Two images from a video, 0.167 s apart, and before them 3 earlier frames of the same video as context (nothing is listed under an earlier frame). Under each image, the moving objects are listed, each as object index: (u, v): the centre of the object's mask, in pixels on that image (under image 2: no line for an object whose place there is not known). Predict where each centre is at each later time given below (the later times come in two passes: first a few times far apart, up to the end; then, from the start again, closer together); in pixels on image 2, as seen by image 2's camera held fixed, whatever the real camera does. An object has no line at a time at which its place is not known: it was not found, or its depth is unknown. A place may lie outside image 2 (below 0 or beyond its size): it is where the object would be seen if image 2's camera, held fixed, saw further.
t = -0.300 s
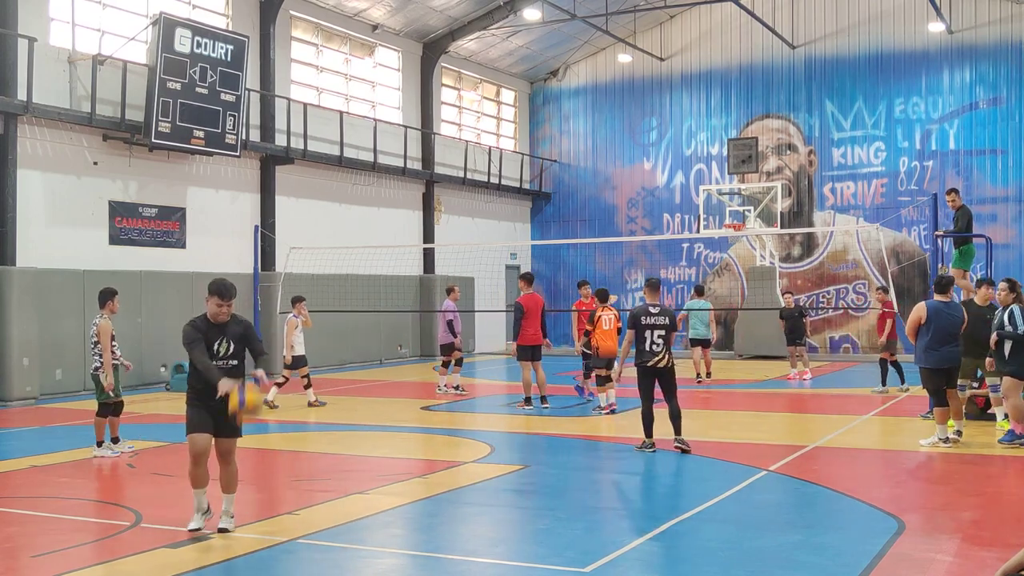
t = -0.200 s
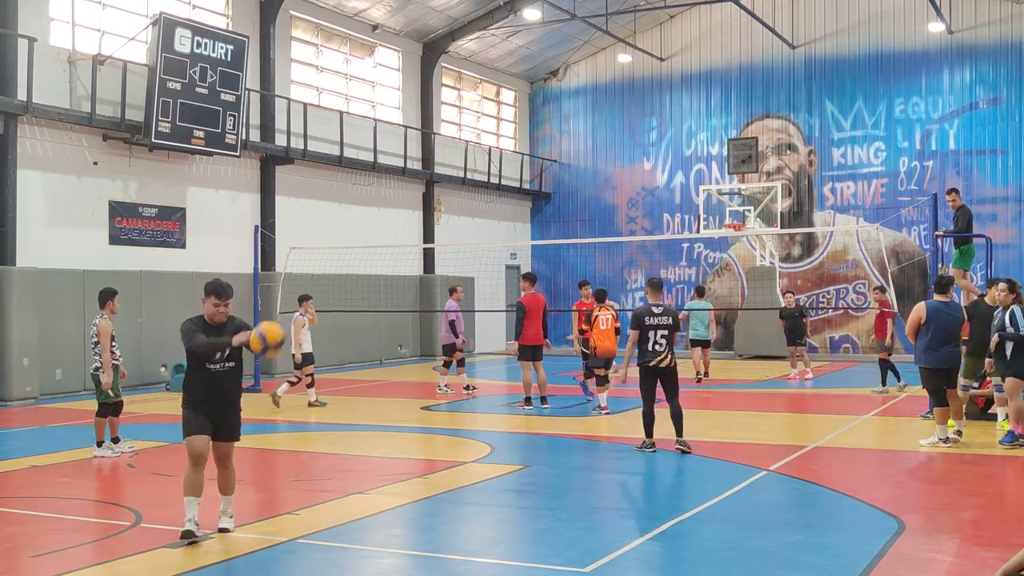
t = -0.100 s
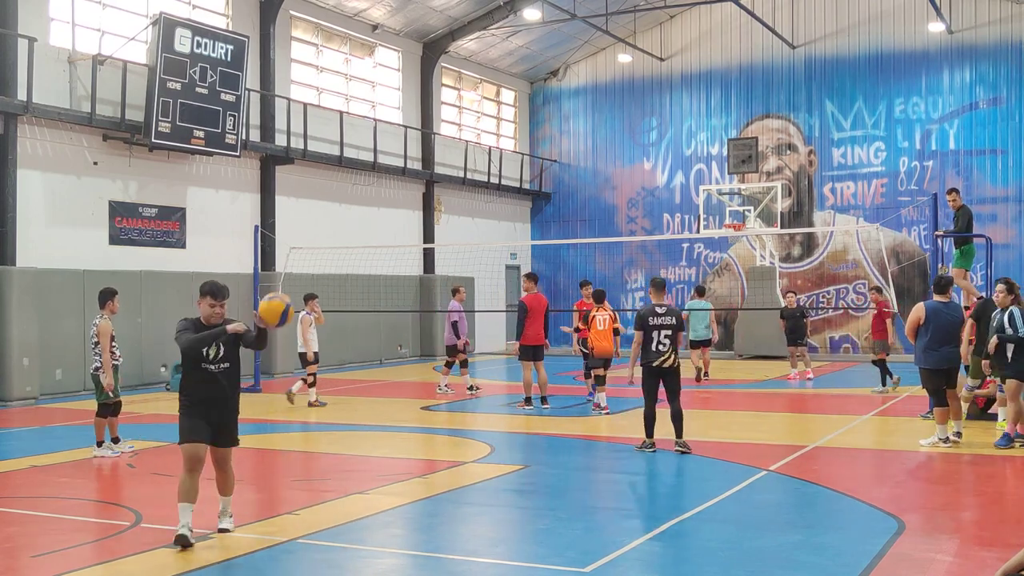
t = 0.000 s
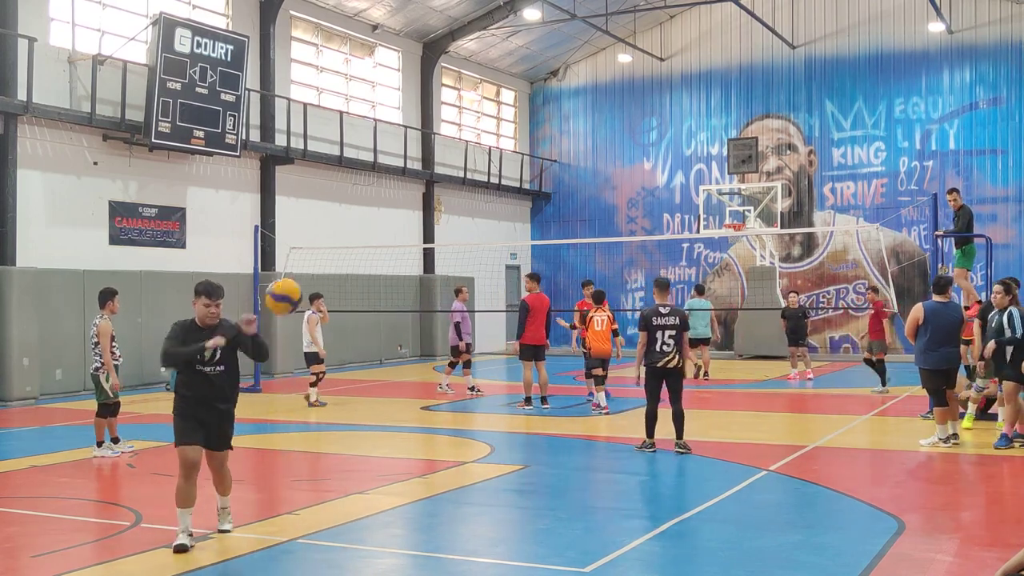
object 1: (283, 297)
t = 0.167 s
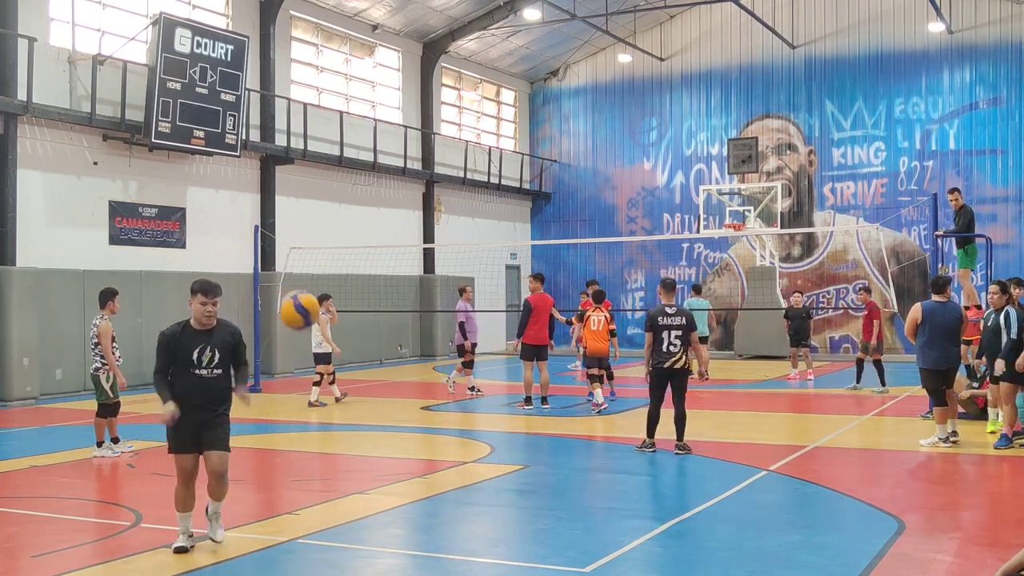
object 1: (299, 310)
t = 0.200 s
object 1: (302, 318)
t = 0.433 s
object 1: (330, 453)
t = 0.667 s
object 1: (360, 564)
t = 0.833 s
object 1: (371, 467)
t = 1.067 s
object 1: (388, 418)
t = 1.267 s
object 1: (407, 477)
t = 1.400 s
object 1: (422, 564)
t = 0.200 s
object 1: (302, 318)
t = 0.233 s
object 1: (306, 330)
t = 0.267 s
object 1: (308, 343)
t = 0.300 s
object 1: (313, 360)
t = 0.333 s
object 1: (318, 379)
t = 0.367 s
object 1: (322, 399)
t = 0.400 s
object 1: (326, 426)
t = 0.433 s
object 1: (330, 453)
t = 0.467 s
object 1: (335, 486)
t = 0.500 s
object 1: (341, 518)
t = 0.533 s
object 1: (346, 556)
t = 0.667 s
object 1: (360, 564)
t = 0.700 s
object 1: (362, 546)
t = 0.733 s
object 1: (363, 523)
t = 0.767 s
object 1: (366, 502)
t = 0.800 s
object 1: (369, 483)
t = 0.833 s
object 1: (371, 467)
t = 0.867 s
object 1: (373, 453)
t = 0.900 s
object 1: (375, 441)
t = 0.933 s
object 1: (378, 432)
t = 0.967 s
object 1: (381, 424)
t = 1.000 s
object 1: (383, 420)
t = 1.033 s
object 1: (386, 417)
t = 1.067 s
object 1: (388, 418)
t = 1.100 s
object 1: (392, 421)
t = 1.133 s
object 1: (394, 426)
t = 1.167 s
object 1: (398, 435)
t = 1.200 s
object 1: (400, 445)
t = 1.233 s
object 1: (404, 459)
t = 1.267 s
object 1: (407, 477)
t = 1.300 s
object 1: (410, 497)
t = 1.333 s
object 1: (414, 521)
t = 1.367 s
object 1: (417, 547)
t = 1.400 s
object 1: (422, 564)
